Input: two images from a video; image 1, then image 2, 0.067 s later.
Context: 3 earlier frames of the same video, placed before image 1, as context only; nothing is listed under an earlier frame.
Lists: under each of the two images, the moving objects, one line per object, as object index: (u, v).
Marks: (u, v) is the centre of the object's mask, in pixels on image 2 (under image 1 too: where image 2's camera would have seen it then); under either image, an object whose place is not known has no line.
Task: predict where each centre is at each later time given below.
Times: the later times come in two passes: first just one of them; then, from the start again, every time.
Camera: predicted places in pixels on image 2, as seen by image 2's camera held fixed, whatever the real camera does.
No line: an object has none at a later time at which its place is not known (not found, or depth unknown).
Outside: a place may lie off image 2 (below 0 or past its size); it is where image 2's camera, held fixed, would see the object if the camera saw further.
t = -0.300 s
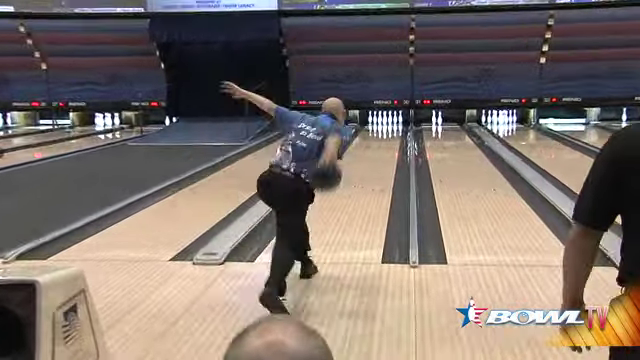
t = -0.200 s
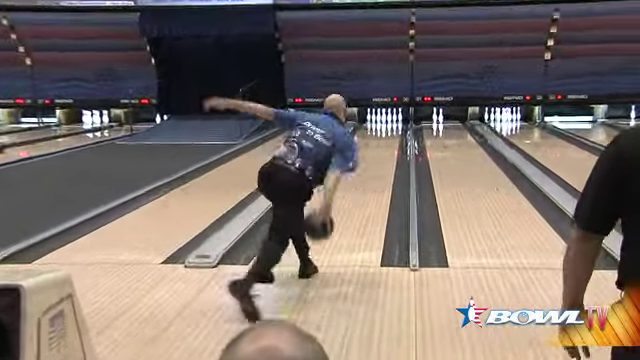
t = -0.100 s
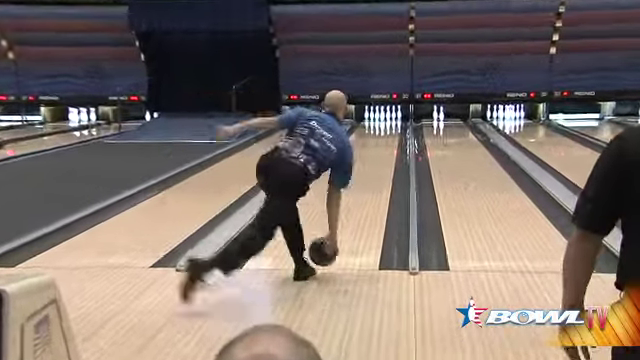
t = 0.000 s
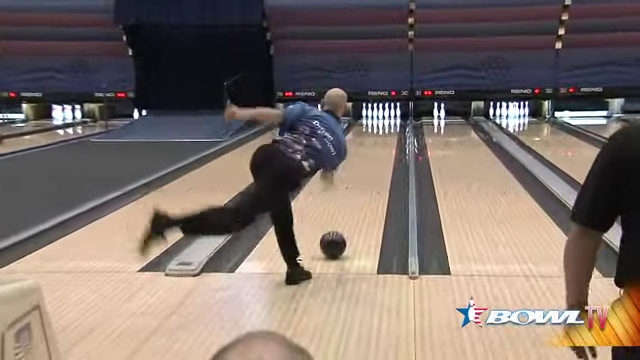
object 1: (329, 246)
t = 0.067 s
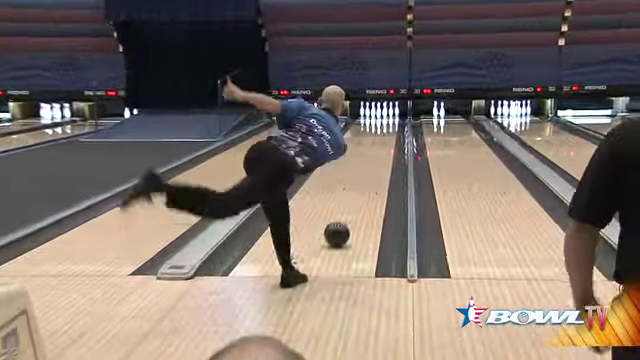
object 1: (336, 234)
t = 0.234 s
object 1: (350, 209)
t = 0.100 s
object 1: (340, 228)
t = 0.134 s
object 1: (343, 222)
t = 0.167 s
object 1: (345, 218)
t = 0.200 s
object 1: (348, 213)
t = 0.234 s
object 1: (350, 209)
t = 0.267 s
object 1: (352, 205)
